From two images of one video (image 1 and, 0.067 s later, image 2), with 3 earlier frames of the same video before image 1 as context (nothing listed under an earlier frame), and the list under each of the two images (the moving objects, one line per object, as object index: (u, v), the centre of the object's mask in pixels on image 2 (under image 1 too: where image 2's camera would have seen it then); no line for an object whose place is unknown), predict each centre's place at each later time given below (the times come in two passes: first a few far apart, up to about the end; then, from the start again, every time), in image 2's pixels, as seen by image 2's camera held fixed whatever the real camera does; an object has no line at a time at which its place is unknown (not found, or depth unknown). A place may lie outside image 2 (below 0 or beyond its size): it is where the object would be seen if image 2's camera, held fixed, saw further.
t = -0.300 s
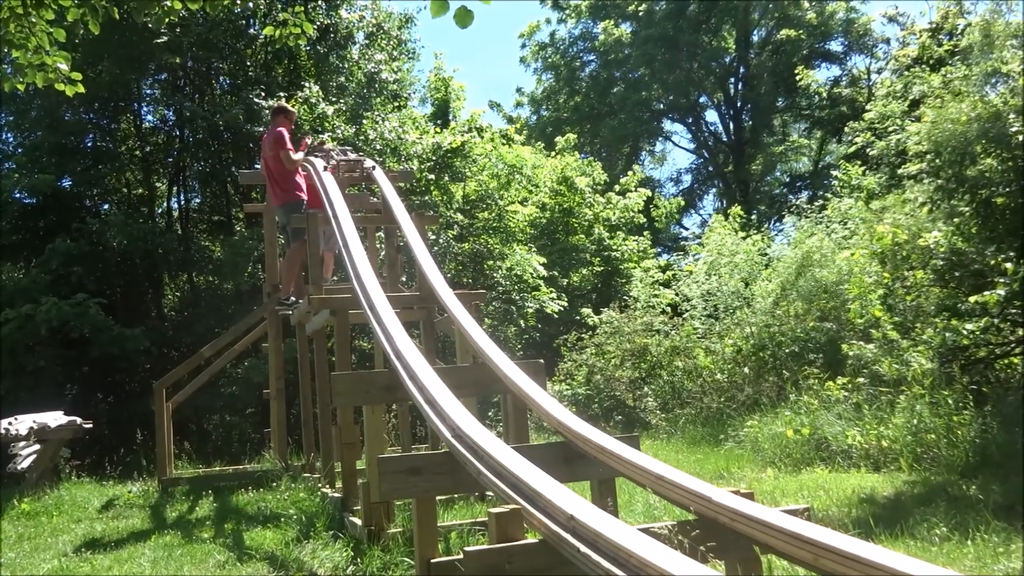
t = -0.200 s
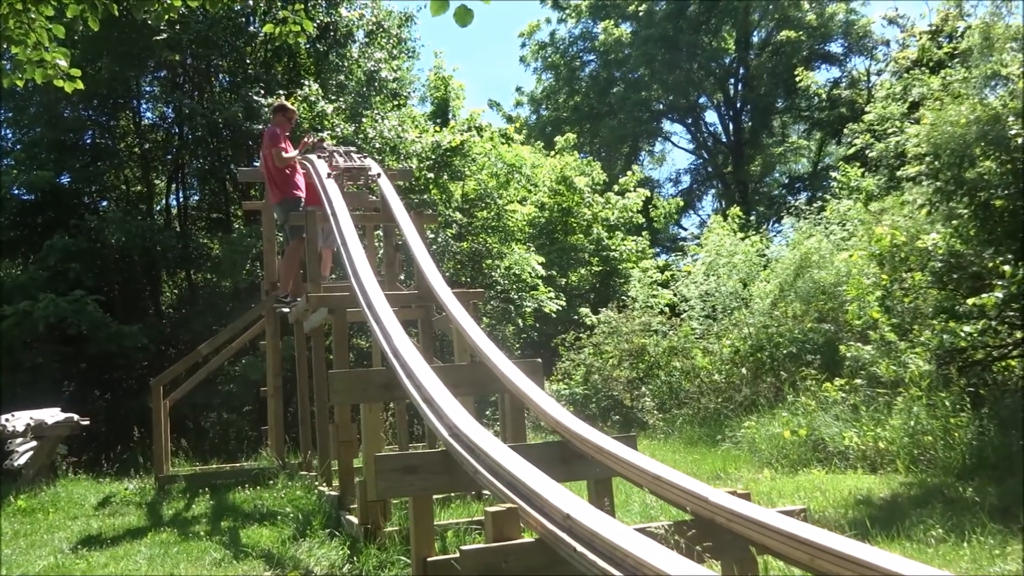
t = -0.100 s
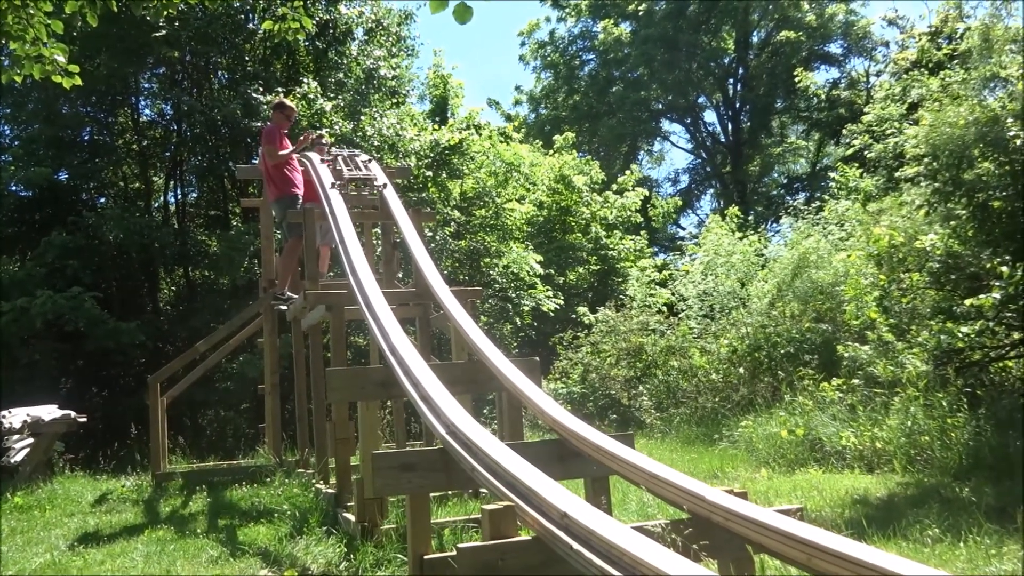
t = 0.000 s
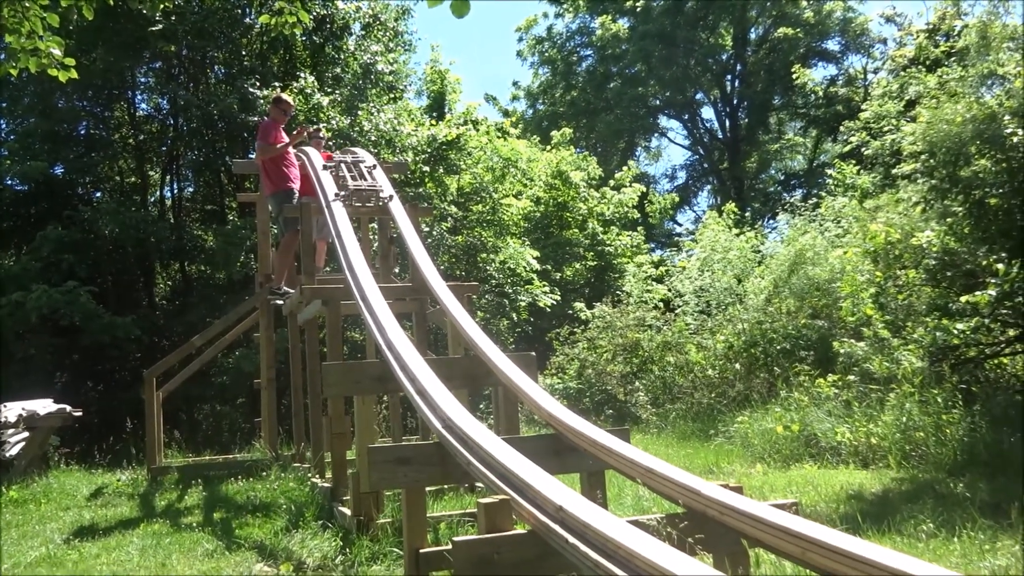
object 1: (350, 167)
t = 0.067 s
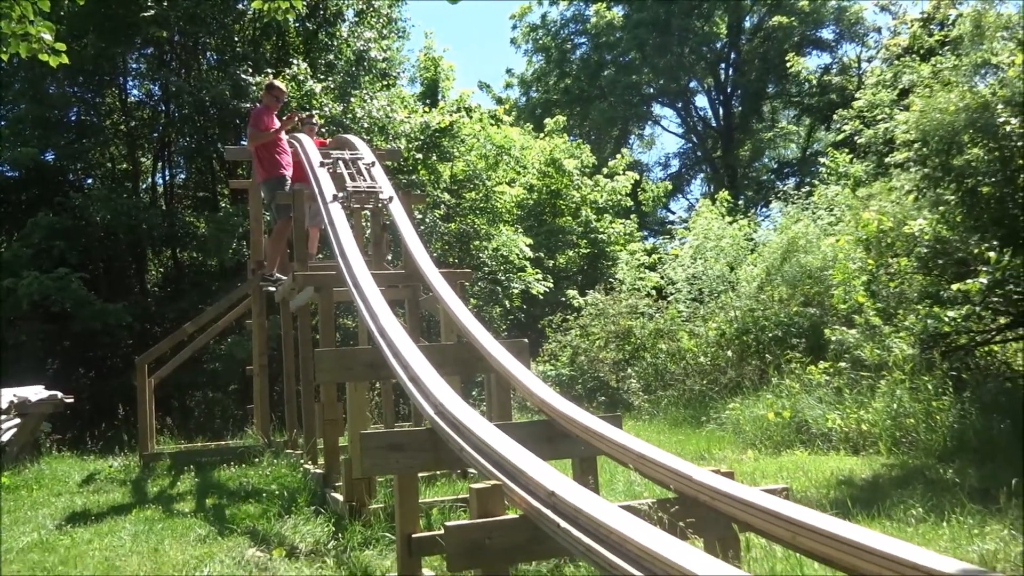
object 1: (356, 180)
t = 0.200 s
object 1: (370, 213)
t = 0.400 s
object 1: (406, 277)
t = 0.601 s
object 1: (467, 353)
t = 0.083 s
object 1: (357, 184)
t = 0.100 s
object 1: (359, 188)
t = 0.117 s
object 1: (361, 192)
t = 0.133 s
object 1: (362, 195)
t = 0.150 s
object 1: (364, 199)
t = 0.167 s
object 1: (366, 203)
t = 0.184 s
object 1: (368, 209)
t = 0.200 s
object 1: (370, 213)
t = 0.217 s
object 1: (372, 217)
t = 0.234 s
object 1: (374, 222)
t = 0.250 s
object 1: (376, 227)
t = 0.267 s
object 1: (379, 233)
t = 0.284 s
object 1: (381, 237)
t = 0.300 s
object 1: (385, 243)
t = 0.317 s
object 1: (388, 249)
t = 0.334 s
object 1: (391, 254)
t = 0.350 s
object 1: (394, 260)
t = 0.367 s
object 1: (398, 266)
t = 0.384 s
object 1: (403, 271)
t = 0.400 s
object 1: (406, 277)
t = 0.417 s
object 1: (410, 283)
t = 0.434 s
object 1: (413, 289)
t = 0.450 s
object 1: (419, 294)
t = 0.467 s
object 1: (424, 300)
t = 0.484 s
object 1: (427, 306)
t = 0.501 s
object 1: (431, 312)
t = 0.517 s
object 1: (435, 319)
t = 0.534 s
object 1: (441, 325)
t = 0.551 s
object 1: (447, 332)
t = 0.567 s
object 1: (454, 339)
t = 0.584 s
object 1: (460, 345)
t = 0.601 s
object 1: (467, 353)
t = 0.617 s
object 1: (474, 360)
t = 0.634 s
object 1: (482, 368)
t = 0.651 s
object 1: (487, 374)
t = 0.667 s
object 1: (492, 377)
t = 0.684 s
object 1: (500, 381)
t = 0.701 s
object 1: (509, 388)
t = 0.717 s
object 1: (519, 395)
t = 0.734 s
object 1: (530, 403)
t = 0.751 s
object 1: (539, 409)
